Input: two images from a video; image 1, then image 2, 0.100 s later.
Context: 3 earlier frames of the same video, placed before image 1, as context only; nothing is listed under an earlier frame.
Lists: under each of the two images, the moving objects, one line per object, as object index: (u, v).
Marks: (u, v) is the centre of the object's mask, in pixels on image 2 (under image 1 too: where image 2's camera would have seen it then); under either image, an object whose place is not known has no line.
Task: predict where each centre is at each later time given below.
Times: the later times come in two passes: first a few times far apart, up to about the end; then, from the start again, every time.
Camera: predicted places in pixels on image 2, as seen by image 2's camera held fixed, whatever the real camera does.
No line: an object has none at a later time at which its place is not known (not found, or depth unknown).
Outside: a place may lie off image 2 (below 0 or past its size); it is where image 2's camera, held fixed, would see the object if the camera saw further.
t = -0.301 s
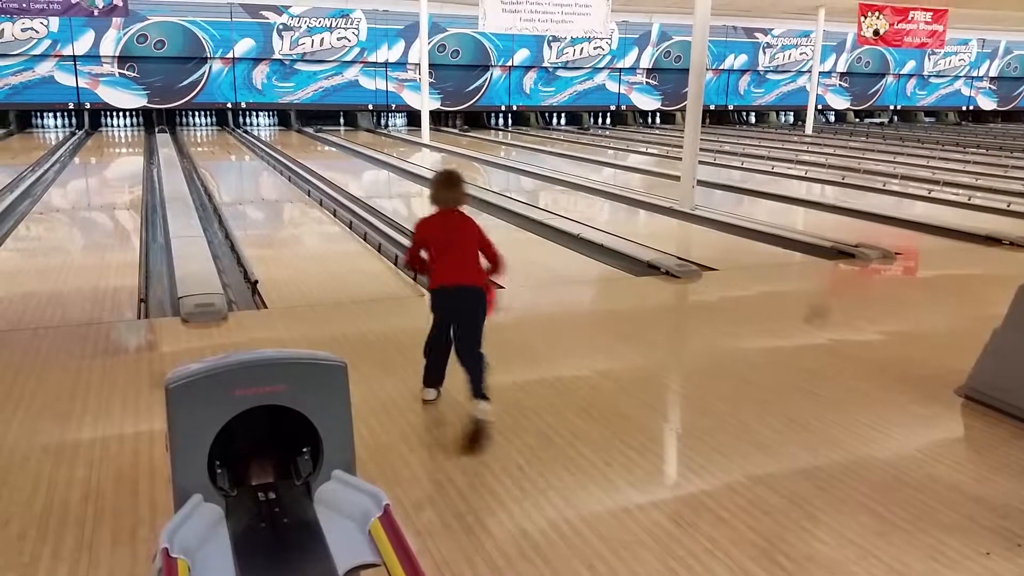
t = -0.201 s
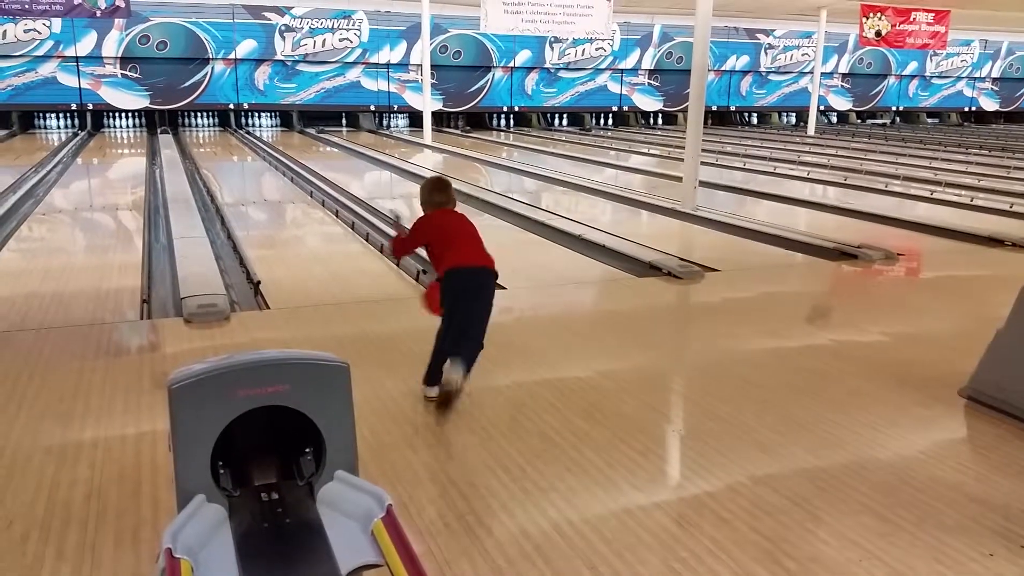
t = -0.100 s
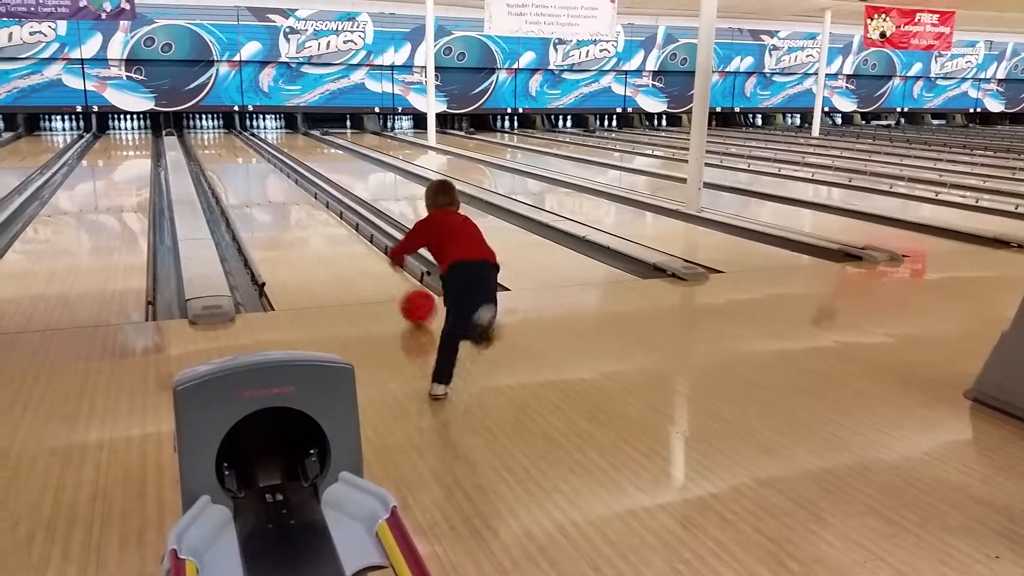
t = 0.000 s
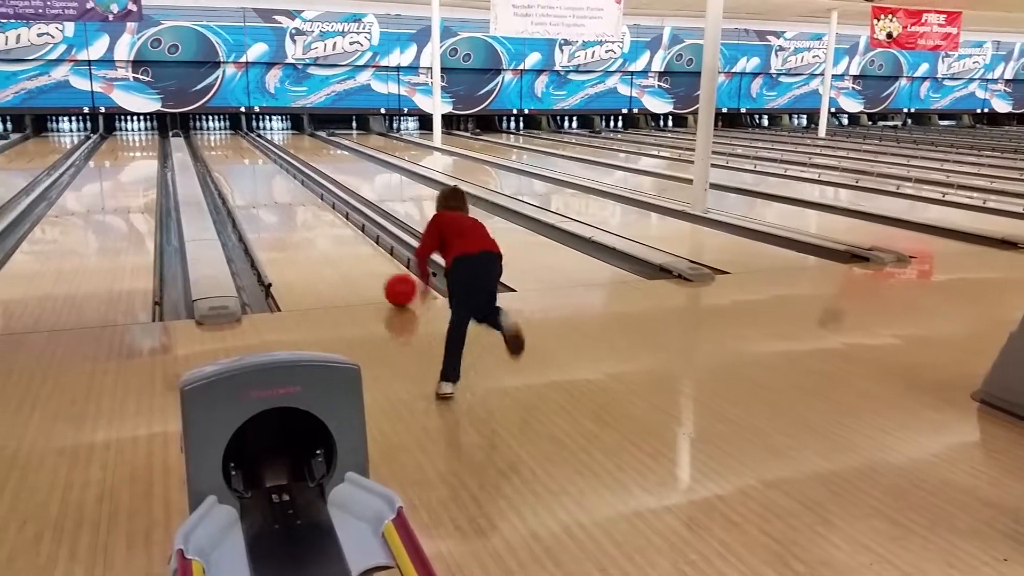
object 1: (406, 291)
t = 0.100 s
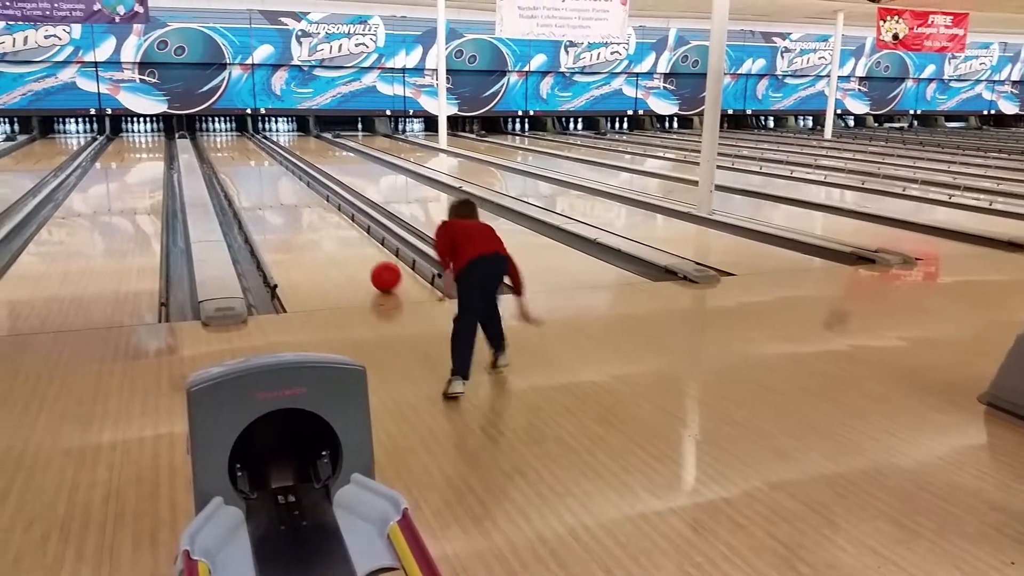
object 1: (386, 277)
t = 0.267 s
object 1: (358, 255)
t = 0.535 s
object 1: (324, 229)
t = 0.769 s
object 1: (302, 212)
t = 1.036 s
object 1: (282, 197)
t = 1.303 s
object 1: (265, 186)
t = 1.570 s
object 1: (250, 175)
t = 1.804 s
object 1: (239, 168)
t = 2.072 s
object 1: (229, 162)
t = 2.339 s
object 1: (219, 156)
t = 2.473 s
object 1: (218, 154)
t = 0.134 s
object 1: (380, 272)
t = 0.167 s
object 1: (374, 268)
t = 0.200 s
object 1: (369, 264)
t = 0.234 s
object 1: (363, 259)
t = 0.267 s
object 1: (358, 255)
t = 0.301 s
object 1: (353, 251)
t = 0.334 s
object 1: (349, 248)
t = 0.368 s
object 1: (344, 245)
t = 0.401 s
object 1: (340, 241)
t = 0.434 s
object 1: (336, 238)
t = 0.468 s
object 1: (332, 235)
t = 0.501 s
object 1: (328, 232)
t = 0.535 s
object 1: (324, 229)
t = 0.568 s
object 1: (321, 226)
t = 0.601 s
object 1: (317, 224)
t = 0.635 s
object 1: (314, 221)
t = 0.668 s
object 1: (311, 218)
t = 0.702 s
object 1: (308, 216)
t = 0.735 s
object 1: (305, 214)
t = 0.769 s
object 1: (302, 212)
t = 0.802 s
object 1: (299, 209)
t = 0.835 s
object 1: (297, 208)
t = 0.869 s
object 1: (294, 206)
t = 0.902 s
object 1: (291, 204)
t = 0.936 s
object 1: (289, 202)
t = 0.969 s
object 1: (286, 200)
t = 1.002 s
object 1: (284, 199)
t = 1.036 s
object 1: (282, 197)
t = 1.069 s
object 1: (279, 195)
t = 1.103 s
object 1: (277, 194)
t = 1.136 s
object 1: (275, 192)
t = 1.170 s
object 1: (273, 191)
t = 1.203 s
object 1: (271, 190)
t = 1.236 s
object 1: (269, 188)
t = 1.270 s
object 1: (267, 187)
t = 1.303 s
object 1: (265, 186)
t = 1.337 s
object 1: (263, 184)
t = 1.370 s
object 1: (261, 183)
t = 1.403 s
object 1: (259, 182)
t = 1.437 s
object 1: (258, 181)
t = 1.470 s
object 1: (256, 180)
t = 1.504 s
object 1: (254, 178)
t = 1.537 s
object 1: (251, 176)
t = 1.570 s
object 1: (250, 175)
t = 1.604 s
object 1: (248, 174)
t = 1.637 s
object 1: (247, 173)
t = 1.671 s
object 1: (245, 172)
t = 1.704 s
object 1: (243, 171)
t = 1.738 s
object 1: (242, 170)
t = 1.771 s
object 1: (241, 169)
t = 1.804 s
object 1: (239, 168)
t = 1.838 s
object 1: (238, 167)
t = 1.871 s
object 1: (237, 167)
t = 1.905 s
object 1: (235, 165)
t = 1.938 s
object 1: (234, 165)
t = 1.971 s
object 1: (233, 164)
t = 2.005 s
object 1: (231, 163)
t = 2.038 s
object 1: (230, 163)
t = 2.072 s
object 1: (229, 162)
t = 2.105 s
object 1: (228, 161)
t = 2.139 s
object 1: (226, 160)
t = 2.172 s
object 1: (225, 160)
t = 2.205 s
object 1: (224, 159)
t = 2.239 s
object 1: (223, 158)
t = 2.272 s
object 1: (222, 157)
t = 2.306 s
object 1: (220, 156)
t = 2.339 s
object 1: (219, 156)
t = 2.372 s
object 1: (218, 155)
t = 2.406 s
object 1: (218, 155)
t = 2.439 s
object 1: (218, 154)
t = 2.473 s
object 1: (218, 154)
